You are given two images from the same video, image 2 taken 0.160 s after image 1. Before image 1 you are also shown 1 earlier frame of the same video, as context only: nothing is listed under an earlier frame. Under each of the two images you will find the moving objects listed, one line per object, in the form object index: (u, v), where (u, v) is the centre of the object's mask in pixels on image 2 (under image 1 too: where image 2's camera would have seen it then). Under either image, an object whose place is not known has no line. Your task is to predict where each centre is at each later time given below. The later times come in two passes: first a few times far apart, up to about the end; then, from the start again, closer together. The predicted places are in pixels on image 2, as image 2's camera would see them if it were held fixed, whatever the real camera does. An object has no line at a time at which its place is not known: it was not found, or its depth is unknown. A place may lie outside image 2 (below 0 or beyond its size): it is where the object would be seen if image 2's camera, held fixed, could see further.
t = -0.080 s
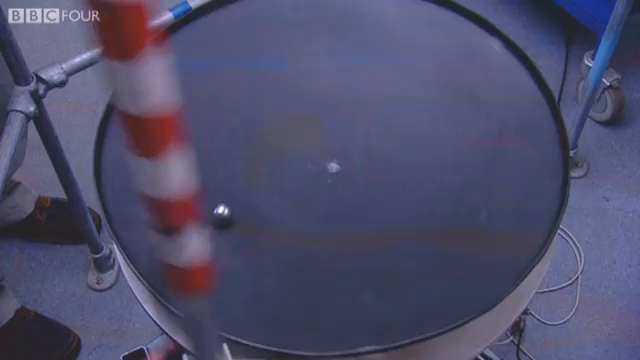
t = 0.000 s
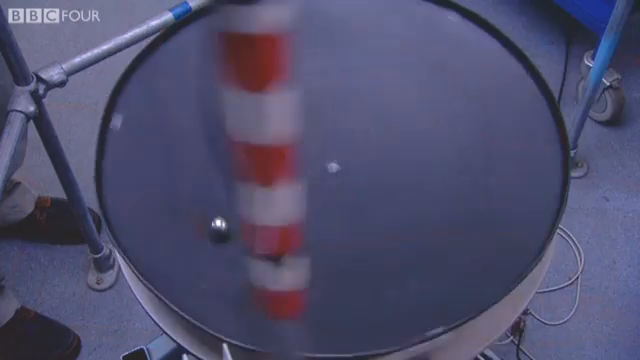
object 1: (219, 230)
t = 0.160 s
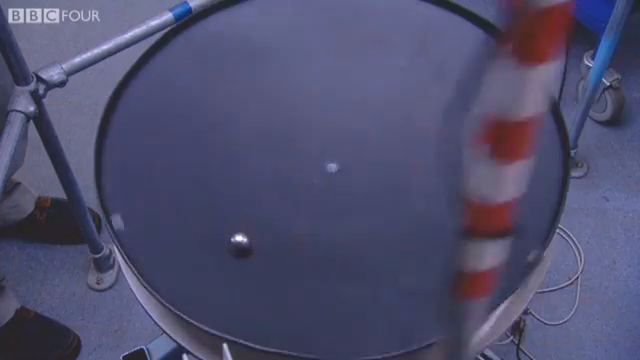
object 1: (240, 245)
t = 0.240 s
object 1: (260, 244)
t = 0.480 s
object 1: (335, 203)
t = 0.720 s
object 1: (383, 129)
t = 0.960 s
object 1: (385, 69)
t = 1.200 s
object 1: (351, 62)
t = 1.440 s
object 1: (313, 116)
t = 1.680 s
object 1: (301, 198)
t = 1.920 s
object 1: (329, 265)
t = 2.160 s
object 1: (377, 273)
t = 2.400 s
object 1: (393, 216)
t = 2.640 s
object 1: (359, 139)
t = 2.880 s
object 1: (299, 83)
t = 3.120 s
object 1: (246, 75)
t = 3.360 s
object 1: (234, 123)
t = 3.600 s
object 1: (289, 195)
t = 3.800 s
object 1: (370, 231)
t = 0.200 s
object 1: (249, 246)
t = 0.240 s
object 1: (260, 244)
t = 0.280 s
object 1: (272, 242)
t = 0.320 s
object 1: (285, 237)
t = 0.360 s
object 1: (298, 230)
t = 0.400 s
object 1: (311, 222)
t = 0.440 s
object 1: (323, 213)
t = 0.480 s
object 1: (335, 203)
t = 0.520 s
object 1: (345, 193)
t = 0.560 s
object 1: (356, 181)
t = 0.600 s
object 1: (364, 168)
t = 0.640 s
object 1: (372, 155)
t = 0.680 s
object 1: (378, 142)
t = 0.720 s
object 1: (383, 129)
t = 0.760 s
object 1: (387, 118)
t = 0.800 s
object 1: (389, 106)
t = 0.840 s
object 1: (390, 95)
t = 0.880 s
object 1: (390, 85)
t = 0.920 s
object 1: (388, 76)
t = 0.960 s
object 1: (385, 69)
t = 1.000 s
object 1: (382, 64)
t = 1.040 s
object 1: (377, 60)
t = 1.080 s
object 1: (371, 57)
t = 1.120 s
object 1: (365, 57)
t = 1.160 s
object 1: (358, 59)
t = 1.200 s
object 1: (351, 62)
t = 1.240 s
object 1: (343, 68)
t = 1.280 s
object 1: (337, 75)
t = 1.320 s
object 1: (330, 83)
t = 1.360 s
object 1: (323, 93)
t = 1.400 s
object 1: (318, 104)
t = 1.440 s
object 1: (313, 116)
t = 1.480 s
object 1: (308, 129)
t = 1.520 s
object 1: (305, 143)
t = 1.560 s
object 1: (302, 156)
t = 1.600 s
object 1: (301, 171)
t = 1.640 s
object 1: (301, 185)
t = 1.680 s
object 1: (301, 198)
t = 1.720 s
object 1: (304, 212)
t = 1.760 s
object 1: (307, 225)
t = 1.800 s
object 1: (311, 237)
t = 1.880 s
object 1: (321, 257)
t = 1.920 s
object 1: (329, 265)
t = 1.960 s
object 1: (336, 271)
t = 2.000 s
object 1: (344, 275)
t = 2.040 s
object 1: (353, 277)
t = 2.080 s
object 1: (361, 277)
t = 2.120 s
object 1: (369, 276)
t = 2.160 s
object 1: (377, 273)
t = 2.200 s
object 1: (383, 267)
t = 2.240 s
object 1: (388, 260)
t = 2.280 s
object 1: (392, 251)
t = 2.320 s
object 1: (394, 241)
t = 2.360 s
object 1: (394, 229)
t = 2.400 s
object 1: (393, 216)
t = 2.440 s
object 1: (391, 203)
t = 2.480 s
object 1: (387, 191)
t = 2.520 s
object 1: (382, 178)
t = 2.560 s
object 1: (375, 164)
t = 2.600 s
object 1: (368, 151)
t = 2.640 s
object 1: (359, 139)
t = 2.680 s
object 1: (350, 127)
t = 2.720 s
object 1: (340, 116)
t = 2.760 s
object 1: (330, 106)
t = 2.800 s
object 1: (319, 97)
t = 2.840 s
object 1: (309, 90)
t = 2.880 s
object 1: (299, 83)
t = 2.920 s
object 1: (289, 78)
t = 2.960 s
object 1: (279, 74)
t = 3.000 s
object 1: (270, 72)
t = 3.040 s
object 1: (261, 71)
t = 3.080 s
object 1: (253, 72)
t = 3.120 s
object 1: (246, 75)
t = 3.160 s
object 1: (240, 79)
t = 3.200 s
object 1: (235, 85)
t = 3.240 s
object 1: (232, 93)
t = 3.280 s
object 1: (230, 102)
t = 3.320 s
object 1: (231, 112)
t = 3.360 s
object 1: (234, 123)
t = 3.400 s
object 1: (239, 135)
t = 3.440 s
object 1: (245, 147)
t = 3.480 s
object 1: (253, 159)
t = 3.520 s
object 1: (263, 171)
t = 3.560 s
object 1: (275, 184)
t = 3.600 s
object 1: (289, 195)
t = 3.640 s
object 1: (303, 205)
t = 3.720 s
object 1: (335, 222)
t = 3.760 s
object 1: (353, 226)
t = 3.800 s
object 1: (370, 231)
